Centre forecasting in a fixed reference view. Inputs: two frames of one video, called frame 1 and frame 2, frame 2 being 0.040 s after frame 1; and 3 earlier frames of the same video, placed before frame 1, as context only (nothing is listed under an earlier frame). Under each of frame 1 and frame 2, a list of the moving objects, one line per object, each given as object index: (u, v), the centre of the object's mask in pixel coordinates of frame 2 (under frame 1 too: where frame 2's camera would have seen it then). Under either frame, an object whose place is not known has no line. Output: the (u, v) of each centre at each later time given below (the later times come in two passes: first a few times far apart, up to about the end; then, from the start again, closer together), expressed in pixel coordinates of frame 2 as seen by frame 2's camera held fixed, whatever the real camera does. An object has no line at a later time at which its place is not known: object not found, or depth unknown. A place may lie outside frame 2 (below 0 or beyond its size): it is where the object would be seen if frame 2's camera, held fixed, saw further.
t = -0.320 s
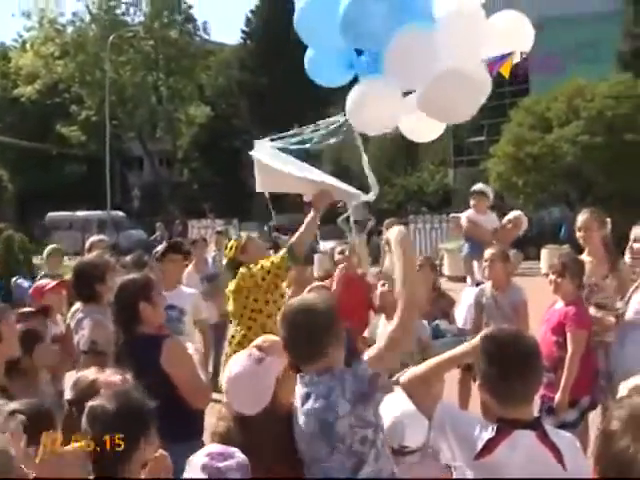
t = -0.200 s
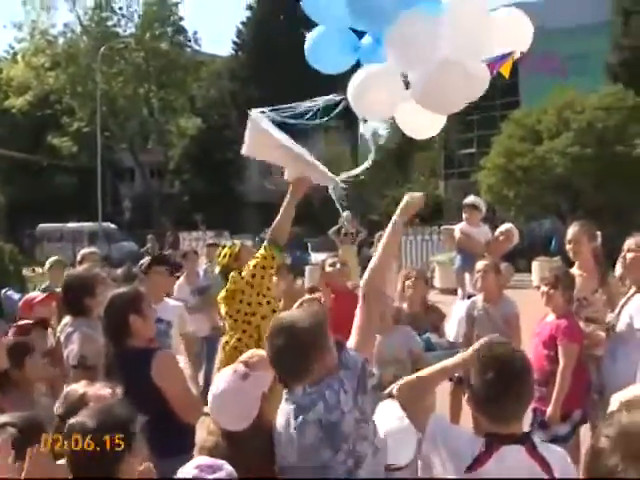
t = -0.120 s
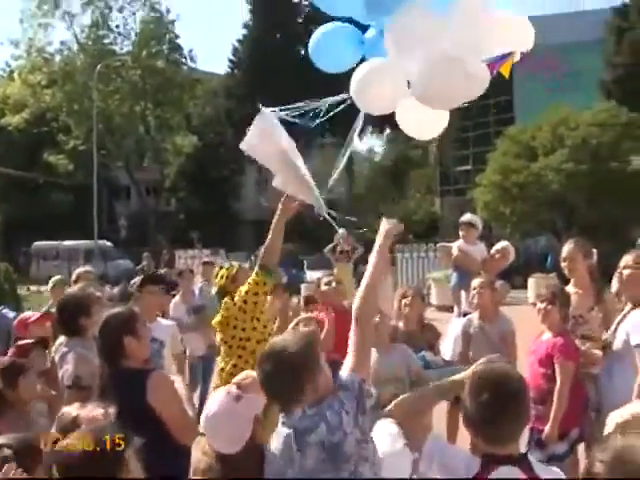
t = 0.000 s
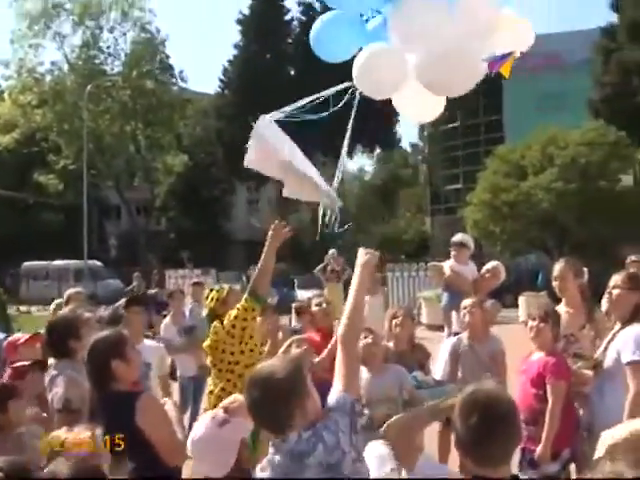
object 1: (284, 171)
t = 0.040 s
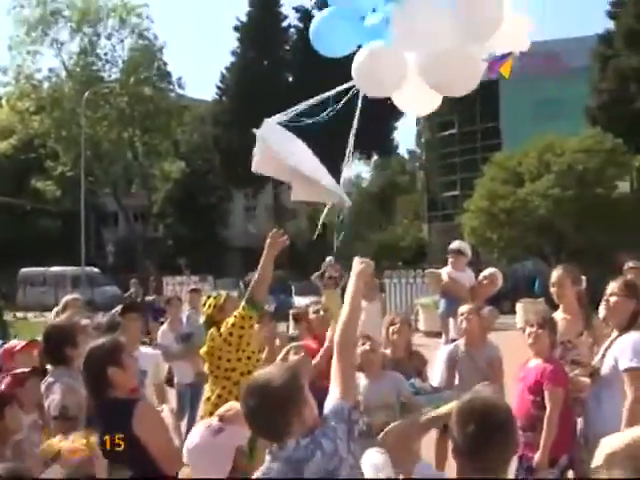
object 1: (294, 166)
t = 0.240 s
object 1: (362, 146)
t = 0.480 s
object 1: (474, 109)
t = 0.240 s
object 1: (362, 146)
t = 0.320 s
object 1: (400, 137)
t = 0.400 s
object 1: (436, 125)
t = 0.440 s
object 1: (455, 118)
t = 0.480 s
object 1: (474, 109)
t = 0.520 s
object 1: (493, 100)
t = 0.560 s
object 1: (510, 92)
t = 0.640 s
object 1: (544, 76)
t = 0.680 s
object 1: (560, 66)
